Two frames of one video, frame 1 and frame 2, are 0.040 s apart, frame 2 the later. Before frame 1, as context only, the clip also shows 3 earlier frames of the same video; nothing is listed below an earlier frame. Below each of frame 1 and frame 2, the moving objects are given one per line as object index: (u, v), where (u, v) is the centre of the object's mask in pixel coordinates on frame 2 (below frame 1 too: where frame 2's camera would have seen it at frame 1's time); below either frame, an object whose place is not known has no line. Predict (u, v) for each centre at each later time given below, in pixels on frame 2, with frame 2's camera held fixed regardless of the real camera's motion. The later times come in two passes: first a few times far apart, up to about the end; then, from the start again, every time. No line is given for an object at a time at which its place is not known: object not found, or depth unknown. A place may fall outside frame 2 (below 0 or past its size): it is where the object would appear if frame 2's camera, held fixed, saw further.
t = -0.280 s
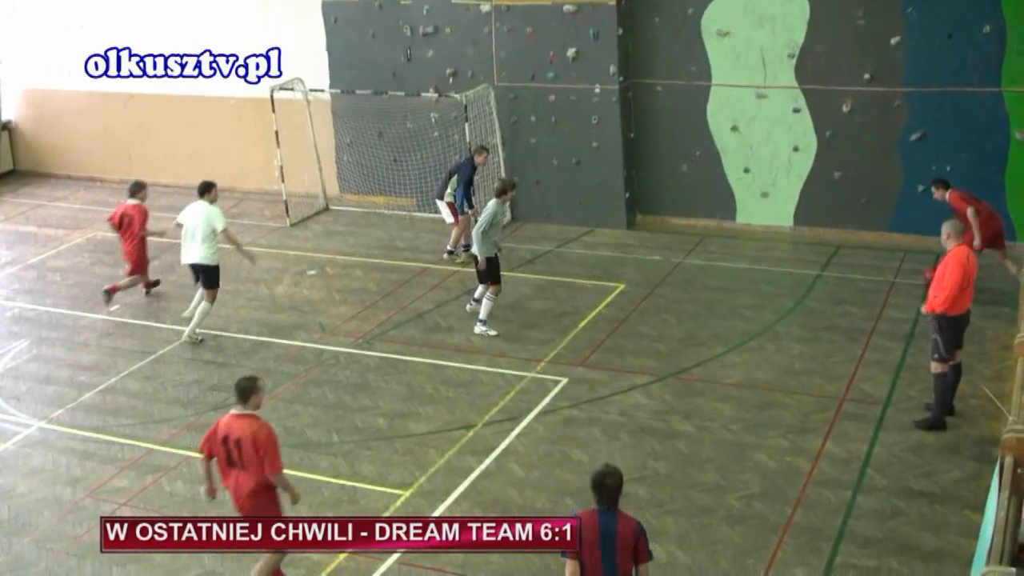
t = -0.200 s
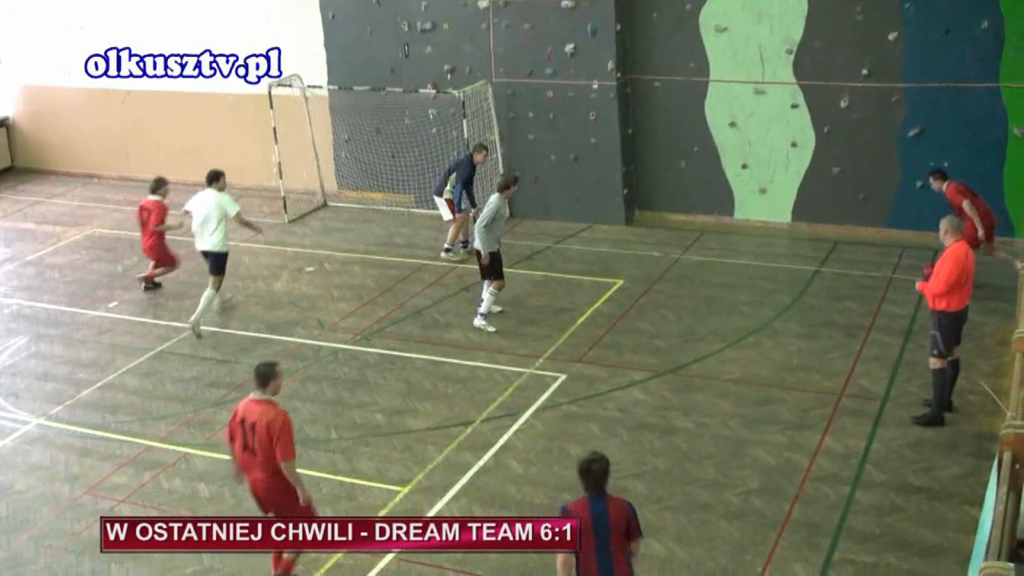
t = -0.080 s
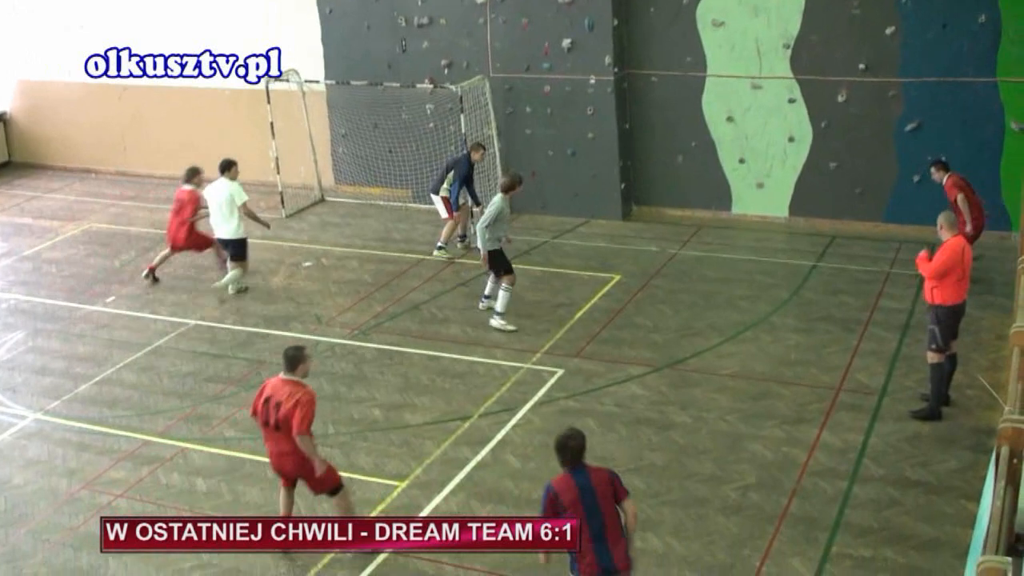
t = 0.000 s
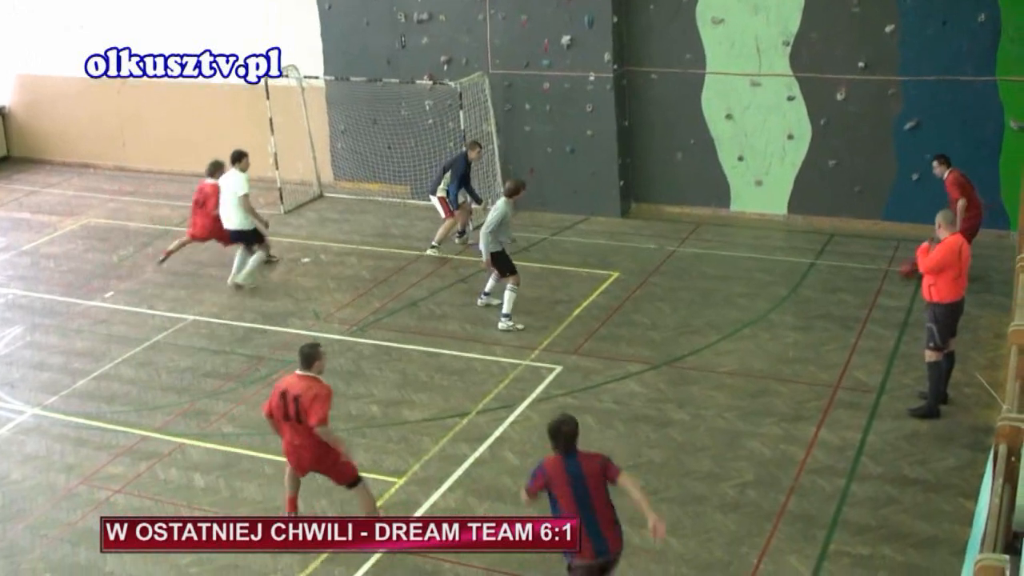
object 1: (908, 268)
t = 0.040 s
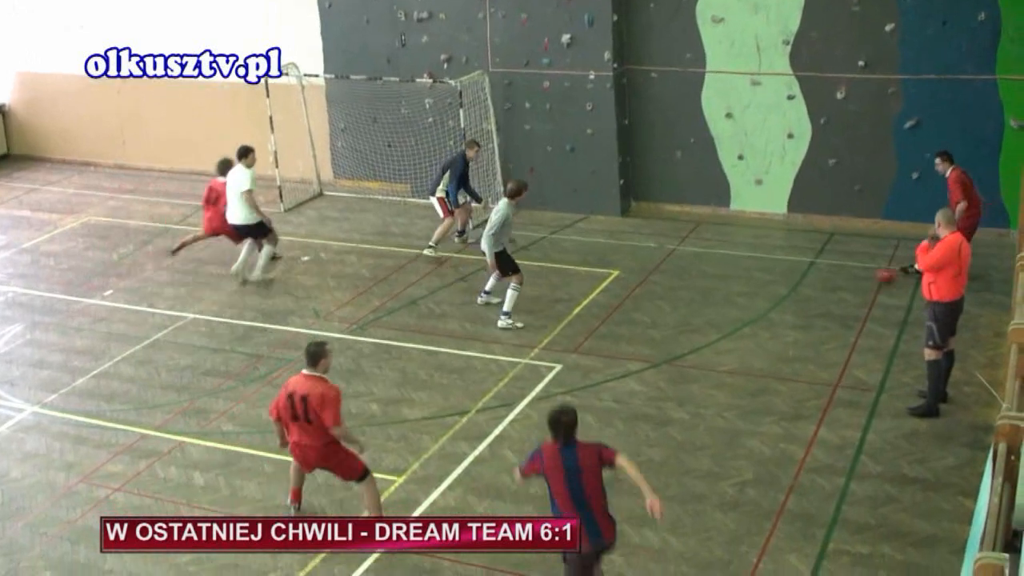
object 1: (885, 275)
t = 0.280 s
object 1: (747, 332)
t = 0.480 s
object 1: (631, 376)
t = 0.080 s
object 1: (863, 283)
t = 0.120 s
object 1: (841, 293)
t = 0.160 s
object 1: (817, 306)
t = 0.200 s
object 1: (794, 314)
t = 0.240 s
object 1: (771, 323)
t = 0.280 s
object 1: (747, 332)
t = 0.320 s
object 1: (724, 341)
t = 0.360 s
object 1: (701, 349)
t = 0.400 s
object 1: (678, 360)
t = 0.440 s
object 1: (655, 369)
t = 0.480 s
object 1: (631, 376)
